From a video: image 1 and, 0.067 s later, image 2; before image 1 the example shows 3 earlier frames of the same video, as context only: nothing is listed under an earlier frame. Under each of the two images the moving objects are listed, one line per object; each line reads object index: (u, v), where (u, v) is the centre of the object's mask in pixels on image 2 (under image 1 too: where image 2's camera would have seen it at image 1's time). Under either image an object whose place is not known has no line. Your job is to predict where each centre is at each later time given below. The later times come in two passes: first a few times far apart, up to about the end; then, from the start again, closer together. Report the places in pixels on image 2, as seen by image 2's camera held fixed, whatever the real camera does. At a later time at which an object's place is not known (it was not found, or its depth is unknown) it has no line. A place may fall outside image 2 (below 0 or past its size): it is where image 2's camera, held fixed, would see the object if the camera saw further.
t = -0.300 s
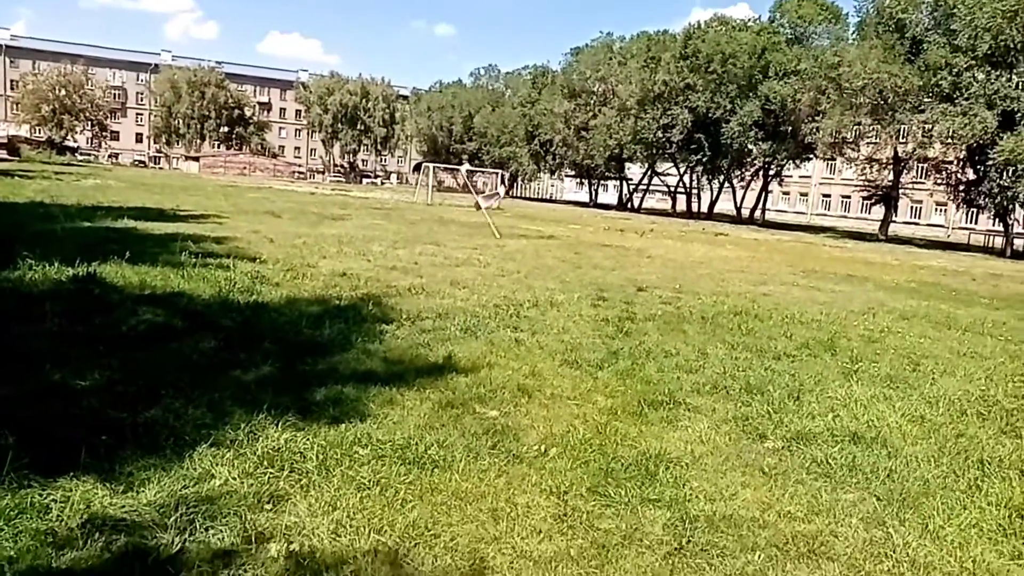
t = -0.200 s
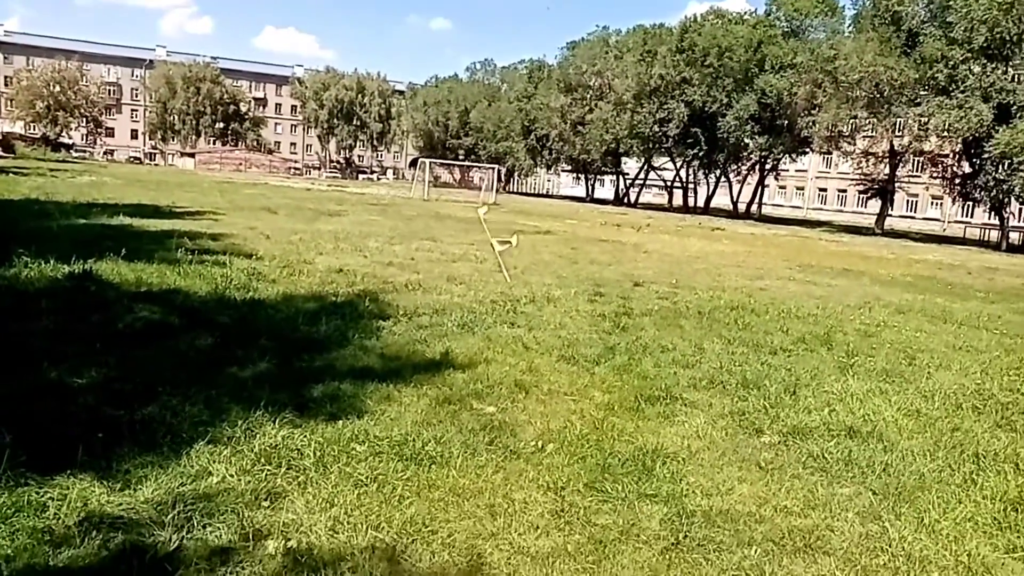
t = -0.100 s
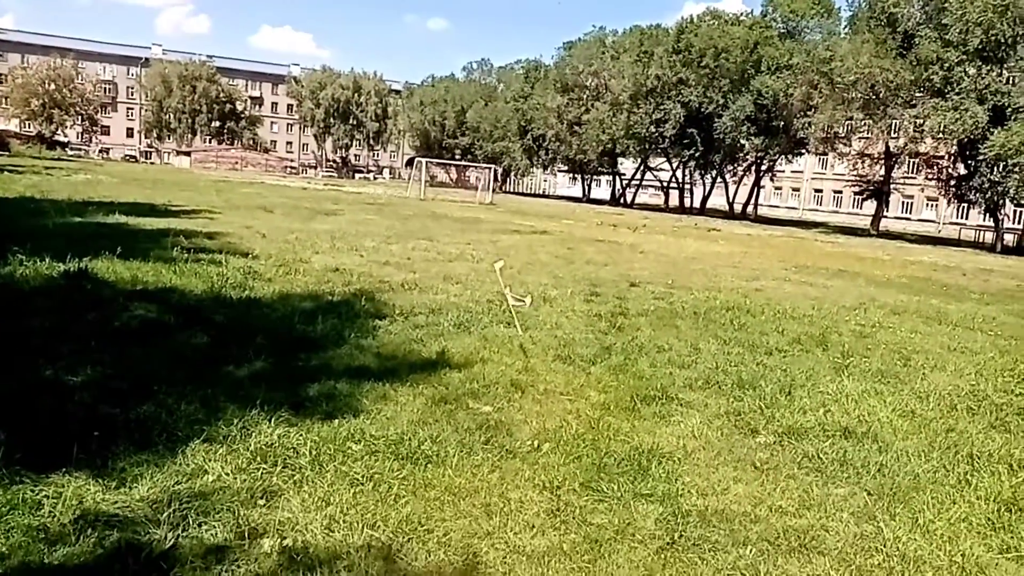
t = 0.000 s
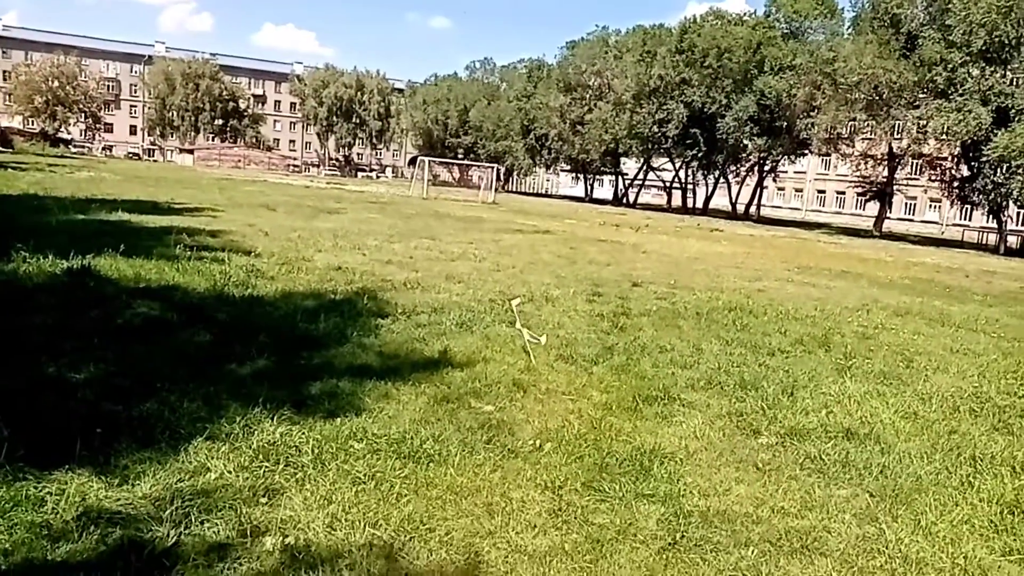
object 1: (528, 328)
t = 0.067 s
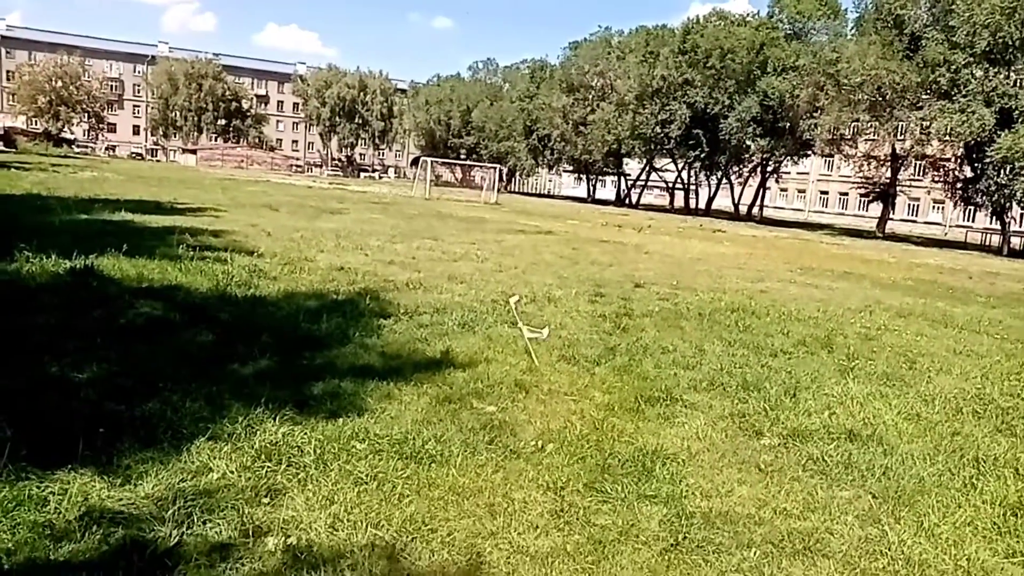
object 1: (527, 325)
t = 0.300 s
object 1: (512, 334)
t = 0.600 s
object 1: (495, 355)
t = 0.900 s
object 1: (495, 355)
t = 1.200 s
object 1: (495, 355)
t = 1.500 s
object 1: (496, 355)
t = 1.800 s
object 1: (495, 355)
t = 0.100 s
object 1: (526, 325)
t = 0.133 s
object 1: (525, 326)
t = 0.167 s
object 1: (523, 328)
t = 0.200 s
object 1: (521, 331)
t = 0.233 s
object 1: (519, 331)
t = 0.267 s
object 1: (514, 332)
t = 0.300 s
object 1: (512, 334)
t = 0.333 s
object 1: (507, 338)
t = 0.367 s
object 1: (503, 341)
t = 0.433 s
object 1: (495, 350)
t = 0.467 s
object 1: (492, 353)
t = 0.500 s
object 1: (493, 355)
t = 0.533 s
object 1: (494, 355)
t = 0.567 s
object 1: (496, 354)
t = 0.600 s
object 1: (495, 355)
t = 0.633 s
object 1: (495, 354)
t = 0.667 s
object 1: (494, 354)
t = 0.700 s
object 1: (495, 354)
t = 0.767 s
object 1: (494, 354)
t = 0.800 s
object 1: (494, 355)
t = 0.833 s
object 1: (496, 354)
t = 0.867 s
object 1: (495, 355)
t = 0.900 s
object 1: (495, 355)
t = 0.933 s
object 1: (496, 355)
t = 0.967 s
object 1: (495, 354)
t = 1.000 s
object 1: (495, 355)
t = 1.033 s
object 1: (495, 355)
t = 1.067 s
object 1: (496, 355)
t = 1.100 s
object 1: (496, 355)
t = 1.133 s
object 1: (496, 355)
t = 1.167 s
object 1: (496, 354)
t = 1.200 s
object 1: (495, 355)
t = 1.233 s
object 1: (496, 354)
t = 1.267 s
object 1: (496, 354)
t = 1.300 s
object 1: (496, 354)
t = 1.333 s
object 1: (497, 355)
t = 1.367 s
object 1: (495, 354)
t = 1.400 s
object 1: (495, 354)
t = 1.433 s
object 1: (496, 354)
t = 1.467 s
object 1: (496, 354)
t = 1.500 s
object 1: (496, 355)
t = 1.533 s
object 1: (496, 354)
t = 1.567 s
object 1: (495, 355)
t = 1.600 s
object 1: (495, 354)
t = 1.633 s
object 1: (495, 355)
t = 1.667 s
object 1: (496, 355)
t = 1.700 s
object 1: (495, 355)
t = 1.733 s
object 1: (496, 355)
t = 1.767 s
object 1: (495, 355)
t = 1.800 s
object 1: (495, 355)
